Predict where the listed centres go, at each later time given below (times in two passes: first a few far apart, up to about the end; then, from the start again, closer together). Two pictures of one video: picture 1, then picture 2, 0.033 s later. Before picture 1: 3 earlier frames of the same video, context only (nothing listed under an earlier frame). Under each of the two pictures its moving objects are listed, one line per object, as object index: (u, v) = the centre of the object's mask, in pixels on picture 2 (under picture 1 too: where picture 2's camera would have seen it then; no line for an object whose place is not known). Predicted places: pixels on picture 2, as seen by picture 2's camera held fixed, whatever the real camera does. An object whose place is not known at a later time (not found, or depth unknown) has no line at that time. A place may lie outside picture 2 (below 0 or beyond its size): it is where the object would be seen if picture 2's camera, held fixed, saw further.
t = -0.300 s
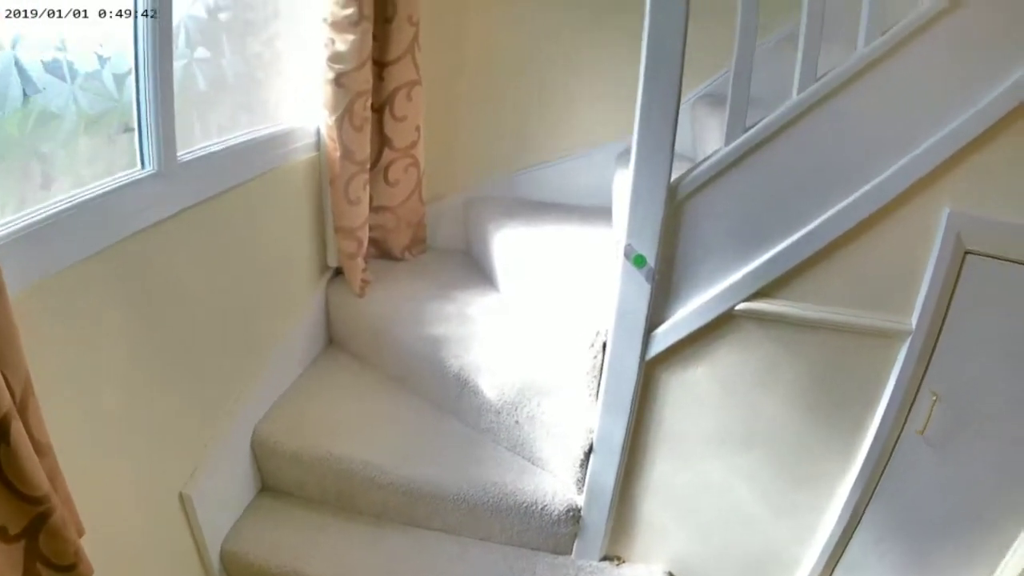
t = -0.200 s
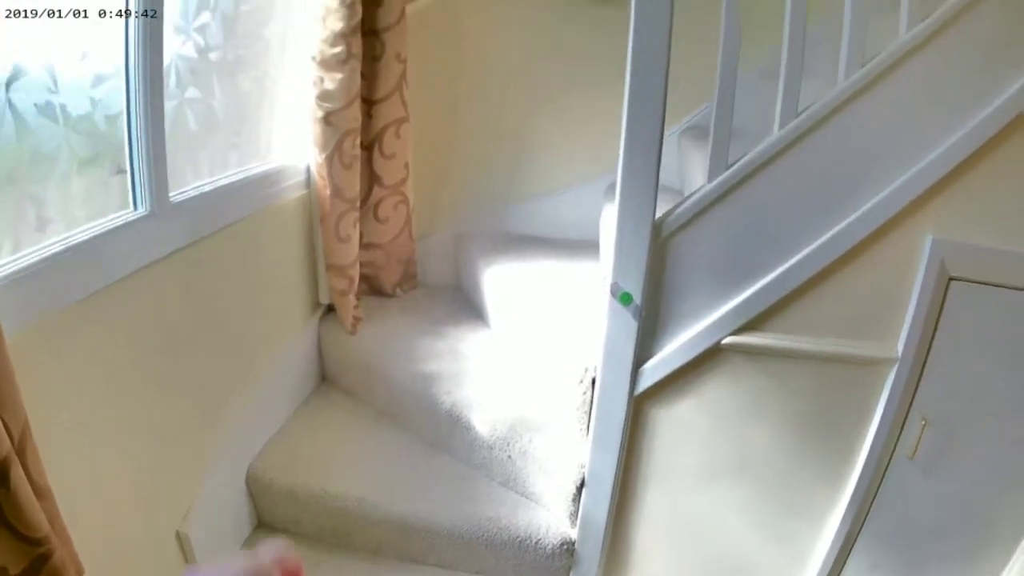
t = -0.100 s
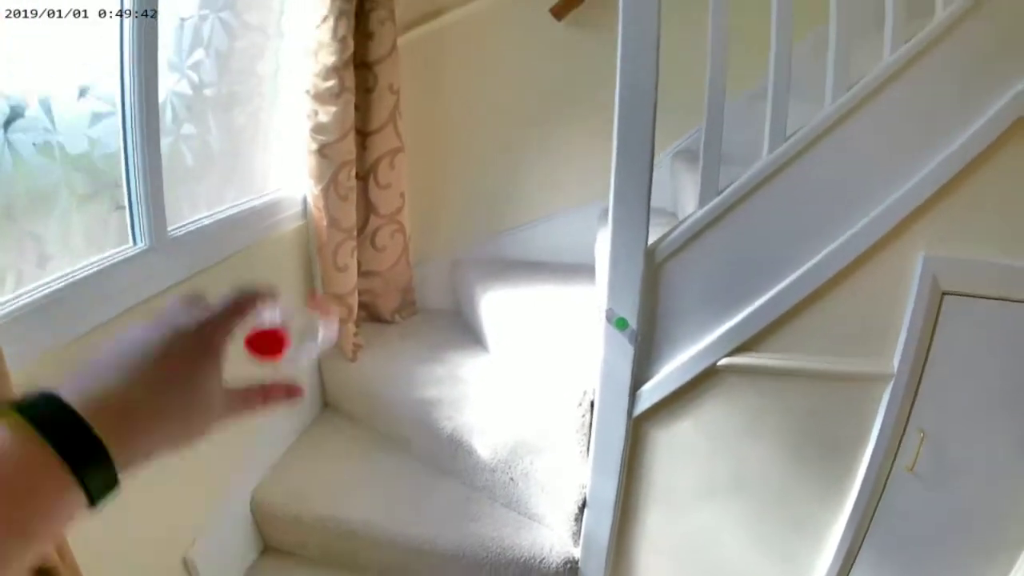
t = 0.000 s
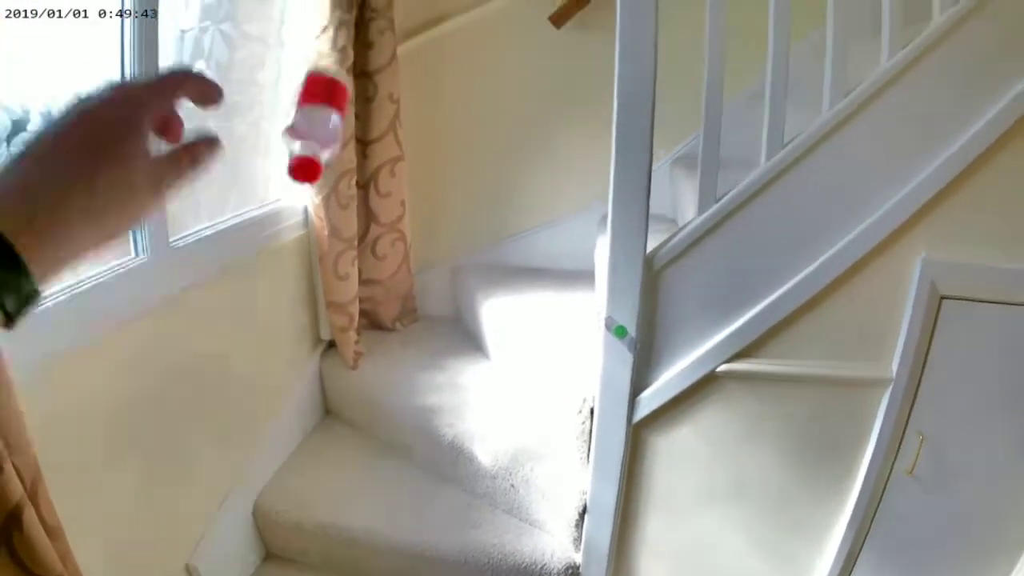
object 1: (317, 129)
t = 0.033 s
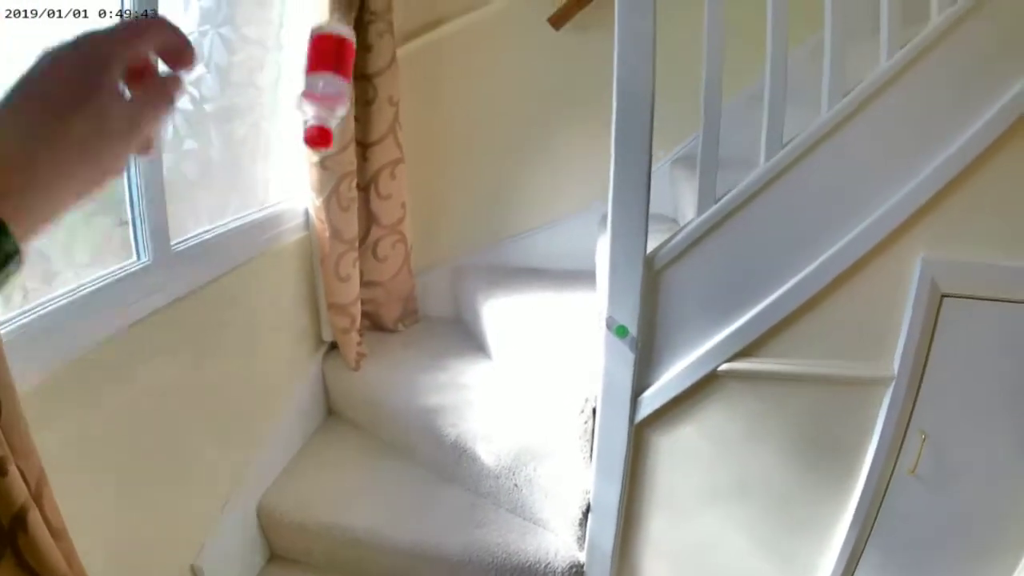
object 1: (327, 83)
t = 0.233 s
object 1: (362, 33)
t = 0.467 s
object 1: (388, 223)
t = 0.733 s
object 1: (399, 333)
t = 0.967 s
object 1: (408, 346)
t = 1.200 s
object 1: (411, 346)
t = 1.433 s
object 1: (411, 346)
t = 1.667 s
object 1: (412, 346)
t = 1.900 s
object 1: (412, 347)
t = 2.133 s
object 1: (413, 347)
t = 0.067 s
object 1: (334, 57)
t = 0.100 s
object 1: (340, 44)
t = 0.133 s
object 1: (347, 36)
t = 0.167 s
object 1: (352, 32)
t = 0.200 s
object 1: (358, 31)
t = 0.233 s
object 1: (362, 33)
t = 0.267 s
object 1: (365, 36)
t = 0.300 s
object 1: (369, 58)
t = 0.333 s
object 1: (372, 90)
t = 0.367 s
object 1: (377, 119)
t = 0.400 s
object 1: (381, 152)
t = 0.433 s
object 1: (385, 187)
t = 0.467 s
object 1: (388, 223)
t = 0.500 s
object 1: (391, 262)
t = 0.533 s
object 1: (393, 303)
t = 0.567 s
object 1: (397, 339)
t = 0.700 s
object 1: (399, 339)
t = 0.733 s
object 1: (399, 333)
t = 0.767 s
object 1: (402, 337)
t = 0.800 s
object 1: (404, 345)
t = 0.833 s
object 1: (404, 346)
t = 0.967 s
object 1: (408, 346)
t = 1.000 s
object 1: (410, 347)
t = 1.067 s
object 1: (411, 347)
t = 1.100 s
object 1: (411, 346)
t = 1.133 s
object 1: (411, 346)
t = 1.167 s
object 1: (412, 346)
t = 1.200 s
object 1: (411, 346)
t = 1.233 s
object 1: (410, 346)
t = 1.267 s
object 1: (411, 346)
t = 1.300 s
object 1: (410, 346)
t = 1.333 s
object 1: (411, 346)
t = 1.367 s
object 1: (410, 347)
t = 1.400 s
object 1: (411, 346)
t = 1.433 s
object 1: (411, 346)
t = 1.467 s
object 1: (412, 346)
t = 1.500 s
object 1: (412, 346)
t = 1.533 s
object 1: (412, 346)
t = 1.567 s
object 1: (412, 346)
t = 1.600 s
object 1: (412, 346)
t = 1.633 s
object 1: (412, 346)
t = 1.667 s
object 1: (412, 346)
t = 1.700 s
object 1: (412, 346)
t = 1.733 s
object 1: (412, 347)
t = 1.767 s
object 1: (412, 347)
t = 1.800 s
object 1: (412, 346)
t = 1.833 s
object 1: (412, 347)
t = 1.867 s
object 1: (412, 347)
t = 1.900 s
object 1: (412, 347)
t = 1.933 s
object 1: (413, 347)
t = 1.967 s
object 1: (412, 347)
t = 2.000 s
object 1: (413, 347)
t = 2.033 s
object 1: (413, 346)
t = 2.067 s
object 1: (413, 347)
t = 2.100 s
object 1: (413, 346)
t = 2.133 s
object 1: (413, 347)
